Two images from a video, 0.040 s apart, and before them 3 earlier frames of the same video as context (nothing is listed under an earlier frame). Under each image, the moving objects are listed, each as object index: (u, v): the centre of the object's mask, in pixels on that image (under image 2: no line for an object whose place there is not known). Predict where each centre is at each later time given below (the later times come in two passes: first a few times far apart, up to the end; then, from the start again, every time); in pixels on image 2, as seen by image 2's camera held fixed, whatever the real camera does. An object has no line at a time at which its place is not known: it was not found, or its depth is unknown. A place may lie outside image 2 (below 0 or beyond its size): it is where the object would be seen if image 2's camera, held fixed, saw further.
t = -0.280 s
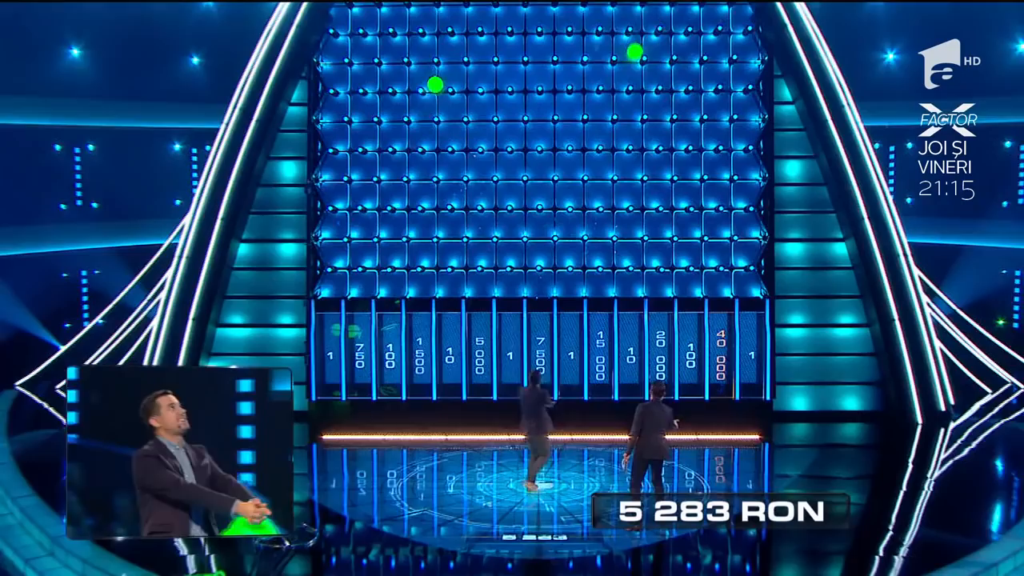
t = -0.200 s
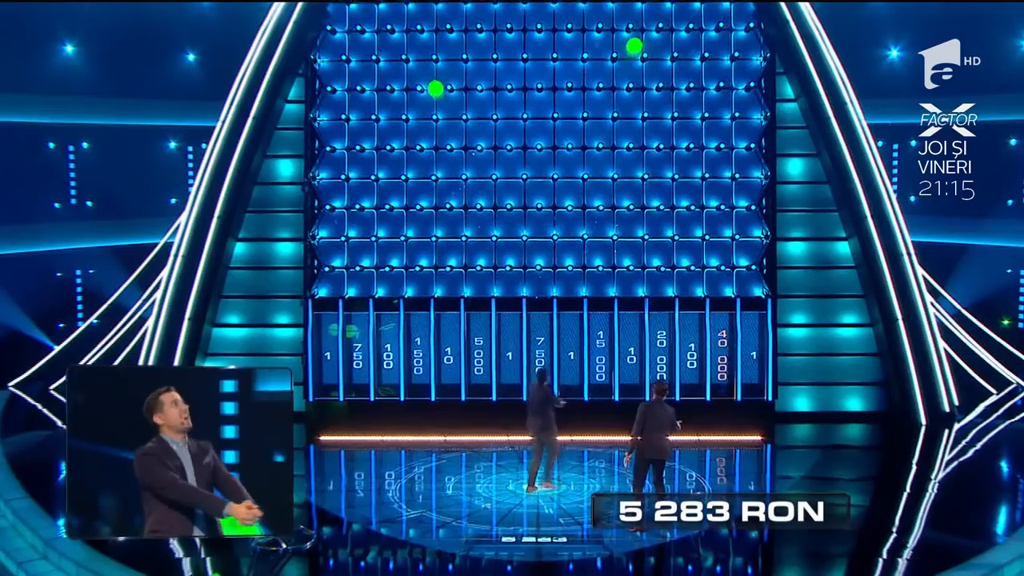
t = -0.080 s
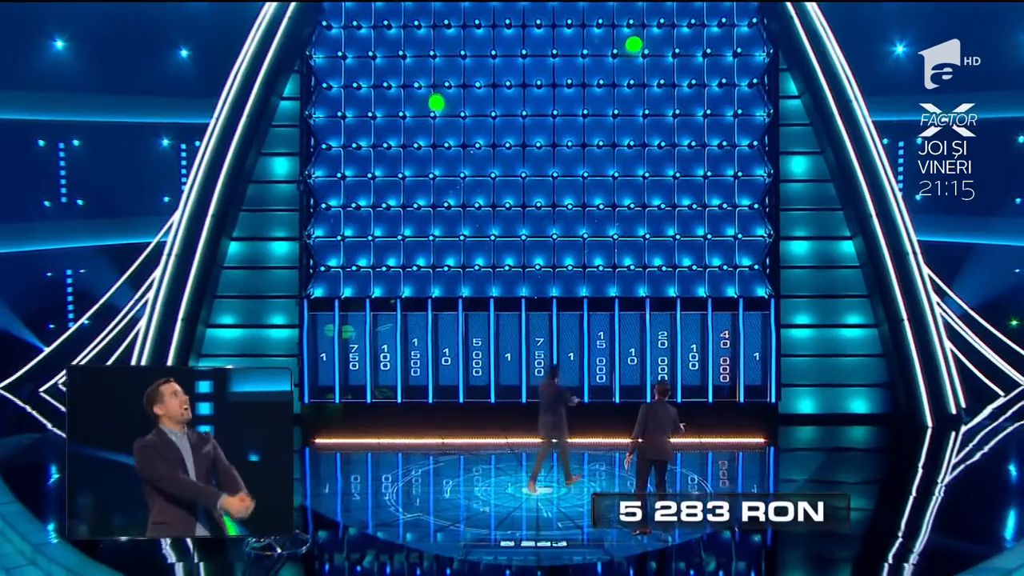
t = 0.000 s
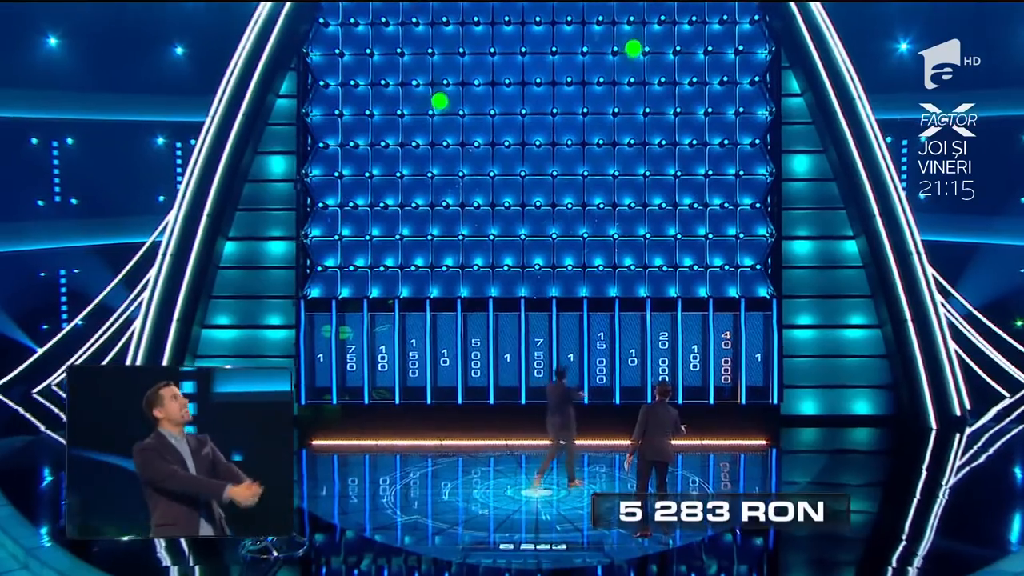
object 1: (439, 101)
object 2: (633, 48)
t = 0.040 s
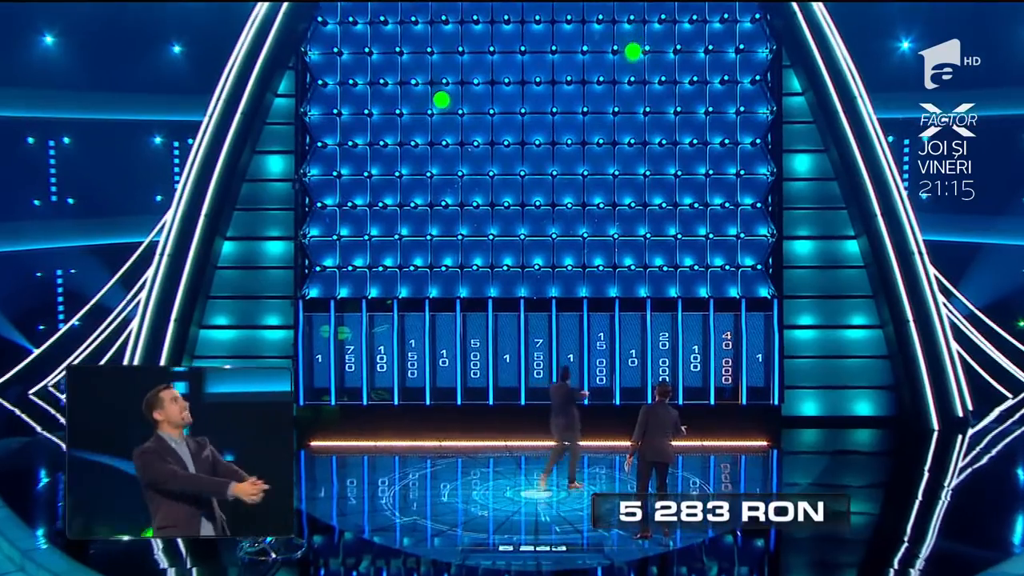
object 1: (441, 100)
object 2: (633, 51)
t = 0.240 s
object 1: (450, 104)
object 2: (633, 66)
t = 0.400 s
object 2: (635, 63)
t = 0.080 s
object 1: (444, 100)
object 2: (632, 57)
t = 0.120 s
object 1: (447, 101)
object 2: (631, 64)
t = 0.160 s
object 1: (450, 103)
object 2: (631, 69)
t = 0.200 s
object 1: (452, 105)
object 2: (631, 68)
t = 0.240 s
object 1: (450, 104)
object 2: (633, 66)
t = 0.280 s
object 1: (449, 104)
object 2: (633, 64)
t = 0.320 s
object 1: (448, 104)
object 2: (634, 63)
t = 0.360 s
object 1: (446, 105)
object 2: (635, 62)
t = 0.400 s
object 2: (635, 63)
